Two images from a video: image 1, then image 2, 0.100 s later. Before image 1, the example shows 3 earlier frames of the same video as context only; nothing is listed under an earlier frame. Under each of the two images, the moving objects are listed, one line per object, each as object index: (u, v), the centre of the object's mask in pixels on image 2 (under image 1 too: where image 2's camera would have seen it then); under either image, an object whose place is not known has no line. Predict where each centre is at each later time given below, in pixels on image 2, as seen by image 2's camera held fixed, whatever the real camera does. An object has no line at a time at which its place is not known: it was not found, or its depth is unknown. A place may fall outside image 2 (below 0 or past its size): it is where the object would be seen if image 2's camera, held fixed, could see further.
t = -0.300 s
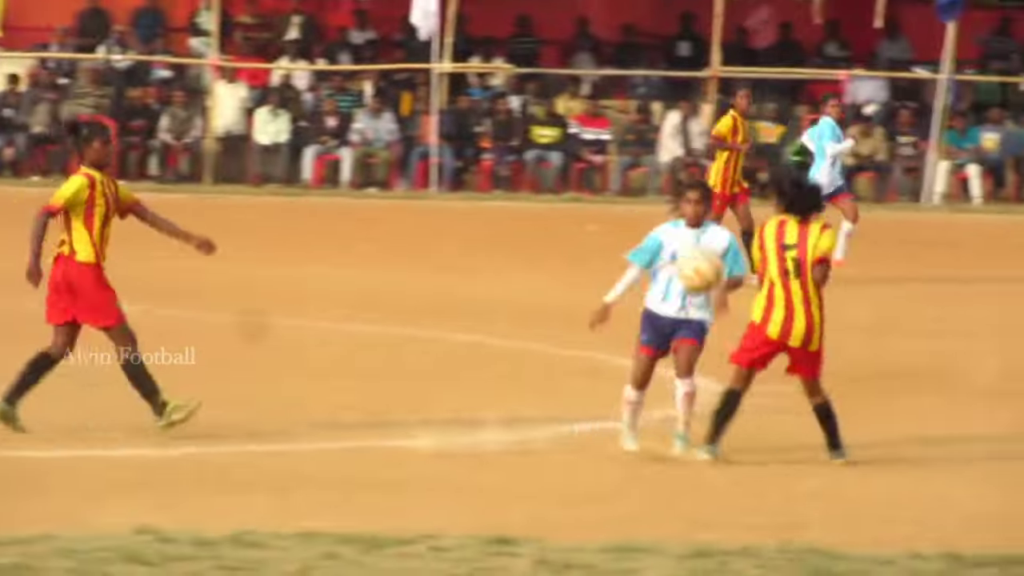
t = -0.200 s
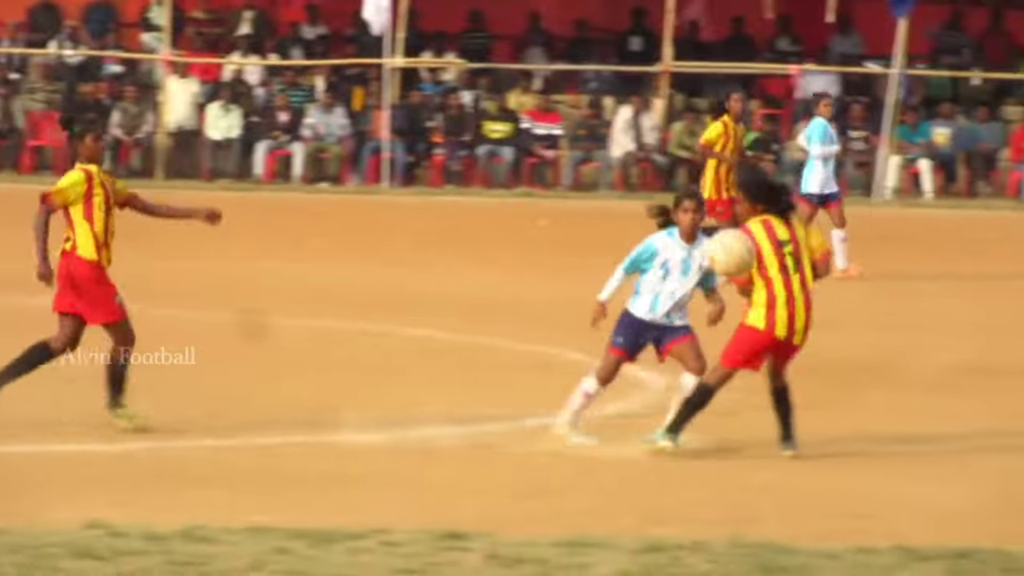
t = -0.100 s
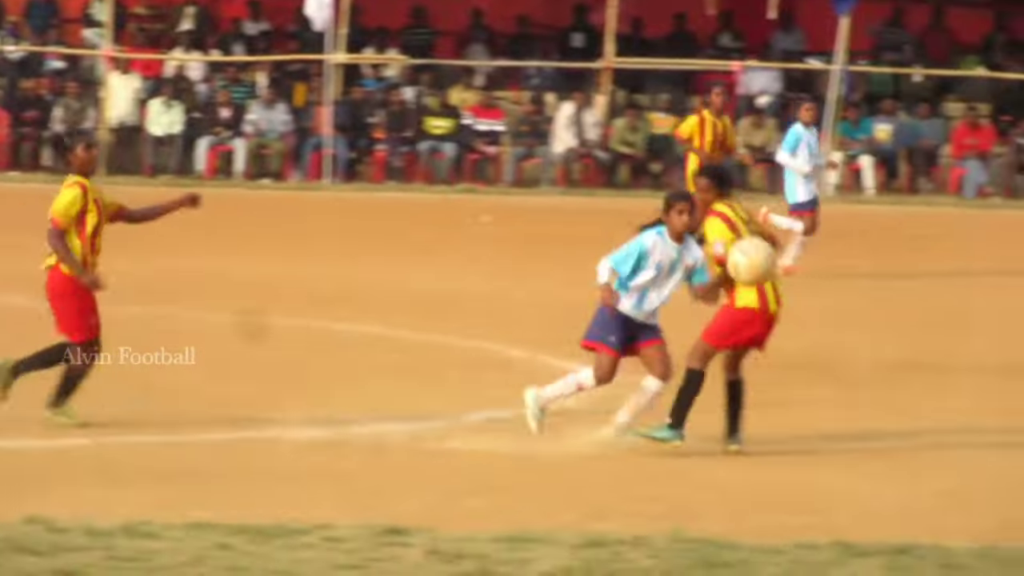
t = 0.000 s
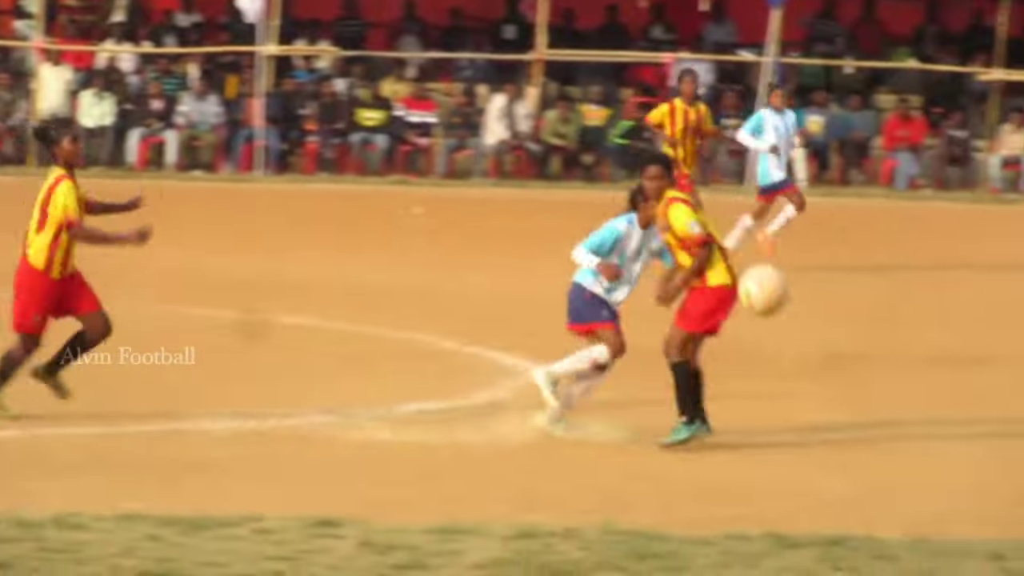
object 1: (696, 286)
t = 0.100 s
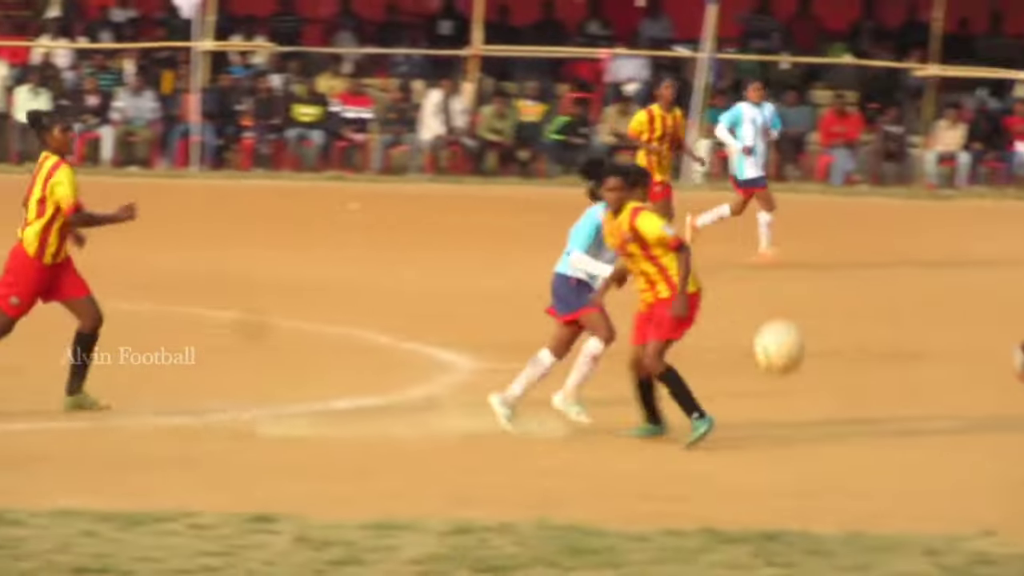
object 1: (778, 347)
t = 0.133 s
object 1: (806, 372)
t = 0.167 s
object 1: (834, 401)
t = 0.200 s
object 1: (864, 434)
